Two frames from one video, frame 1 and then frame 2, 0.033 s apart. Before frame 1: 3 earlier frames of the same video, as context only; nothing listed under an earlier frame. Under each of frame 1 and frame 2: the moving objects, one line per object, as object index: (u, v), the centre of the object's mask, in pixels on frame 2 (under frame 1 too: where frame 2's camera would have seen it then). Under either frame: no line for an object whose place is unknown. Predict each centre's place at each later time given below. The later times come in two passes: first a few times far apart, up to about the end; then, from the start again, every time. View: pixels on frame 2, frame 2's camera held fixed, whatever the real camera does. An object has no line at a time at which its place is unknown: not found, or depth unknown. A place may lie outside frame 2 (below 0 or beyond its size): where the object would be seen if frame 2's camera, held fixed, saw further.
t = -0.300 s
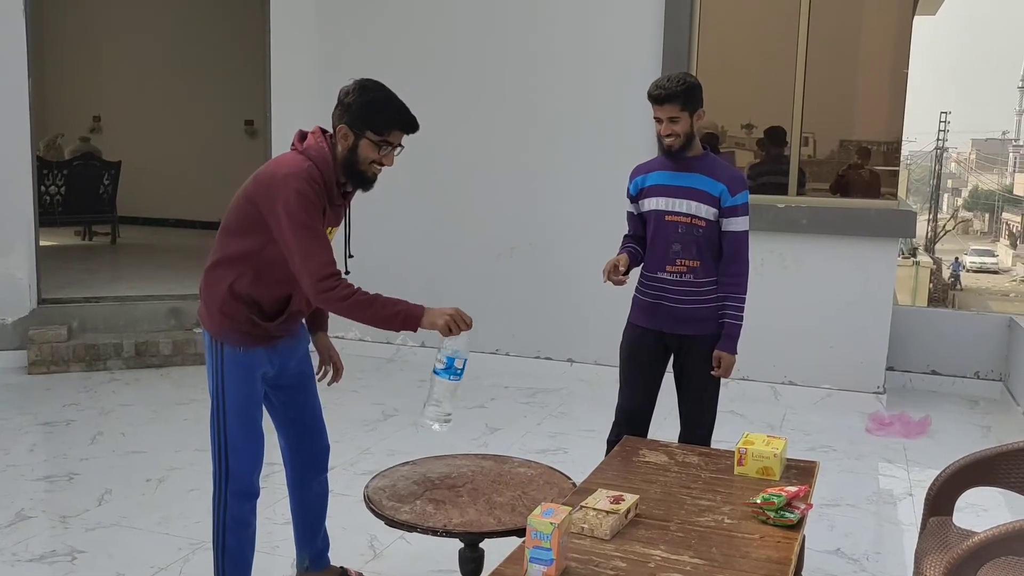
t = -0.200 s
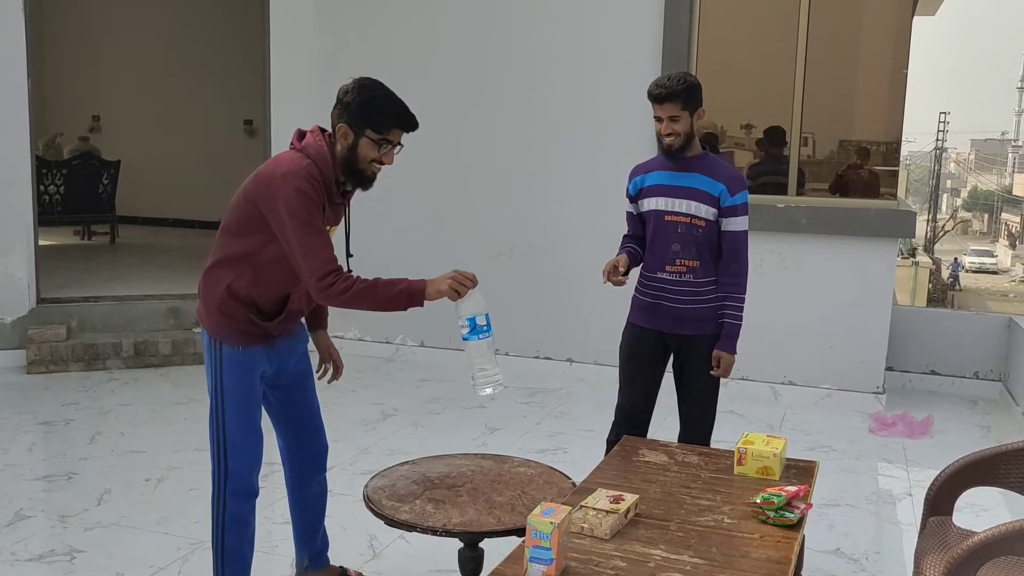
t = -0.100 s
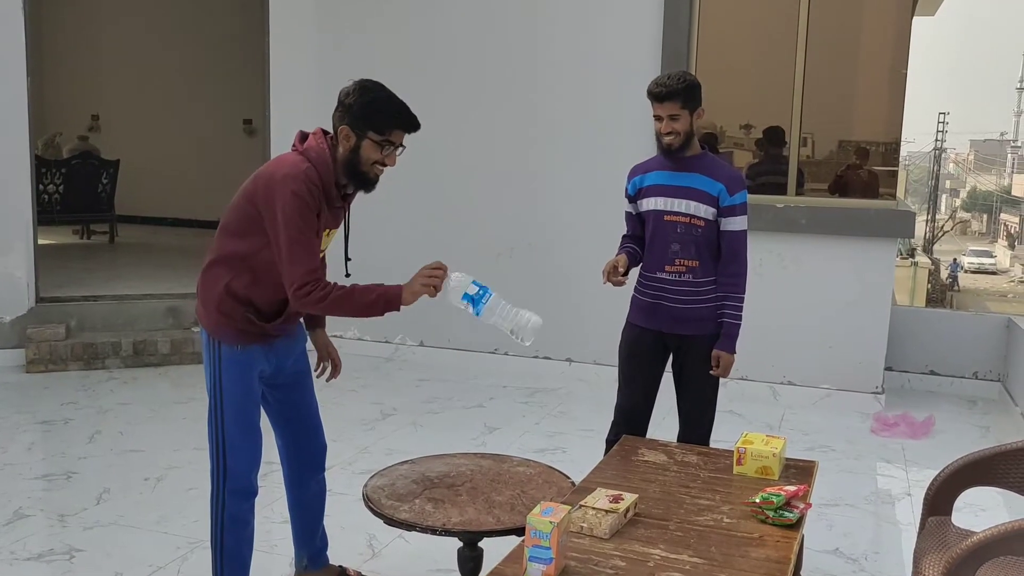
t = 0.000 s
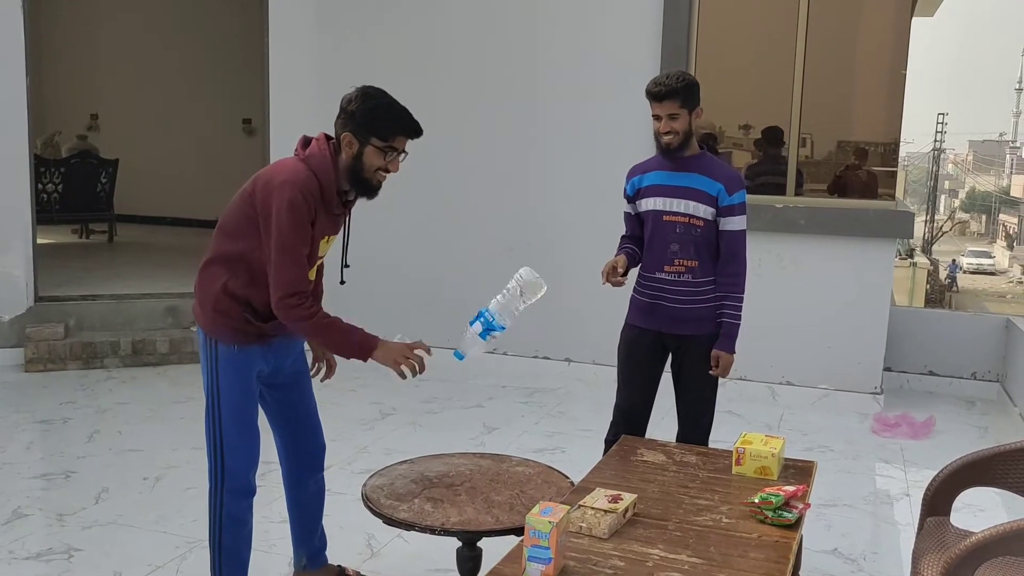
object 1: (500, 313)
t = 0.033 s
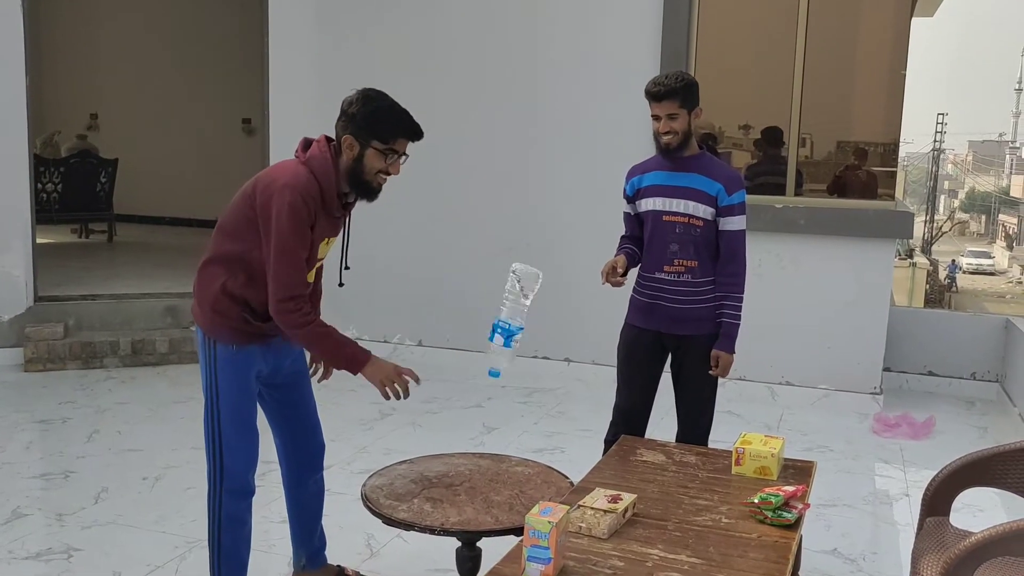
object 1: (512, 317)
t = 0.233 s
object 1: (539, 331)
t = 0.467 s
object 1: (494, 440)
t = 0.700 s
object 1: (474, 439)
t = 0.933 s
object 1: (487, 439)
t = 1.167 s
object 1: (508, 440)
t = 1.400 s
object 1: (488, 440)
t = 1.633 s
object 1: (492, 440)
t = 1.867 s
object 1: (495, 440)
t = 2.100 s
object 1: (493, 440)
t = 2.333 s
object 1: (493, 440)
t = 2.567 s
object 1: (494, 440)
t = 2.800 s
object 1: (494, 440)
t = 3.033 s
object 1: (494, 440)
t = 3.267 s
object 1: (493, 440)
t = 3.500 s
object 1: (493, 440)
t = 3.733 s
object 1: (493, 440)
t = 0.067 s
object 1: (525, 319)
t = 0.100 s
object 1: (536, 318)
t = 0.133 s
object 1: (544, 316)
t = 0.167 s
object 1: (546, 316)
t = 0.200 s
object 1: (544, 320)
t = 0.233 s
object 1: (539, 331)
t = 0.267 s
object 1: (532, 349)
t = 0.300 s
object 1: (524, 373)
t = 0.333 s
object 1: (516, 404)
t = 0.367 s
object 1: (509, 439)
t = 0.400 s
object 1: (506, 442)
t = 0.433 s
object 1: (500, 440)
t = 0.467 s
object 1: (494, 440)
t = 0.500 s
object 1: (489, 439)
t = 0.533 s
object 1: (486, 439)
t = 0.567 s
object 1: (482, 439)
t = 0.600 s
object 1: (480, 439)
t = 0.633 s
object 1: (478, 439)
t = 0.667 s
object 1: (476, 439)
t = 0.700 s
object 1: (474, 439)
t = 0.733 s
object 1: (473, 439)
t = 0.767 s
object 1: (473, 439)
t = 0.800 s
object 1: (474, 439)
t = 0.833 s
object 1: (475, 439)
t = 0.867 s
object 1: (478, 439)
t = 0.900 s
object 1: (481, 439)
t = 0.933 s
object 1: (487, 439)
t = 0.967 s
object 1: (494, 441)
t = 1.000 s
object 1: (500, 440)
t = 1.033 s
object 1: (505, 439)
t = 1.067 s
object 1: (507, 440)
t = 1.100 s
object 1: (509, 440)
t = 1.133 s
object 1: (509, 440)
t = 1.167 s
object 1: (508, 440)
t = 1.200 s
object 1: (506, 440)
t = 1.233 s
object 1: (501, 440)
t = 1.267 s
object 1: (495, 441)
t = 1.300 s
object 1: (489, 440)
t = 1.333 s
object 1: (487, 440)
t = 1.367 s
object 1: (486, 440)
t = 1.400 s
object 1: (488, 440)
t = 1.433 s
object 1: (492, 440)
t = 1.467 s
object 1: (496, 440)
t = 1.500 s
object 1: (498, 440)
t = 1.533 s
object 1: (498, 441)
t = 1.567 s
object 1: (495, 440)
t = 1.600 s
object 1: (492, 440)
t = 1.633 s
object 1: (492, 440)
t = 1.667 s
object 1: (495, 440)
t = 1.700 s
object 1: (496, 440)
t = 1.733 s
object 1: (494, 440)
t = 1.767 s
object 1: (492, 440)
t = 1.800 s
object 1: (493, 440)
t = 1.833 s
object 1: (495, 440)
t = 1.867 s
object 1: (495, 440)
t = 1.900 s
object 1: (493, 440)
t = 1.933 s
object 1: (493, 440)
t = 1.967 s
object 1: (494, 440)
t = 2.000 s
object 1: (494, 440)
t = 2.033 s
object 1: (493, 440)
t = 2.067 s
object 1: (494, 440)
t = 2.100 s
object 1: (493, 440)
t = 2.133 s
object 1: (494, 440)
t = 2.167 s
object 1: (494, 440)
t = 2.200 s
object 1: (493, 440)
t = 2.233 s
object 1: (494, 440)
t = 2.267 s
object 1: (493, 440)
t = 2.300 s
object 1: (494, 440)
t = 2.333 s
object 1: (493, 440)
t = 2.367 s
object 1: (493, 440)
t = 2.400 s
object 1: (493, 440)
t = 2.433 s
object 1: (493, 440)
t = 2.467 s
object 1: (493, 440)
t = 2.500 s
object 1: (493, 440)
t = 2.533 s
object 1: (494, 440)
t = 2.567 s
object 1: (494, 440)
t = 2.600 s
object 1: (493, 440)
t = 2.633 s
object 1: (493, 440)
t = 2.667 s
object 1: (494, 440)
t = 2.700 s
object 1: (494, 440)
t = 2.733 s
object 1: (494, 440)
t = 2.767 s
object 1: (493, 440)
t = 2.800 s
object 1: (494, 440)
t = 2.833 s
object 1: (494, 440)
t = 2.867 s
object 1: (494, 440)
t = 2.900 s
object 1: (494, 440)
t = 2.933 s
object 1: (494, 440)
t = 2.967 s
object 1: (494, 441)
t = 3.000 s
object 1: (493, 440)
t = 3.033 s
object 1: (494, 440)
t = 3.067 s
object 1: (494, 440)
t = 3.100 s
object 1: (493, 440)
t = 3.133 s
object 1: (494, 440)
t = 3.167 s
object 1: (494, 440)
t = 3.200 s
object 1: (494, 440)
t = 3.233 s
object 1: (494, 440)
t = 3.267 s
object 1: (493, 440)
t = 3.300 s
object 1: (494, 440)
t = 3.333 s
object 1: (494, 440)
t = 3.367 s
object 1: (494, 440)
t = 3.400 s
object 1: (494, 440)
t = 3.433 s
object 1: (493, 440)
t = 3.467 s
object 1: (493, 440)
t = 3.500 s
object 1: (493, 440)
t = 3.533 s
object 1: (493, 440)
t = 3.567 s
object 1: (493, 440)
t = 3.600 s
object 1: (493, 440)
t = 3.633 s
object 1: (493, 440)
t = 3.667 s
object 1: (493, 440)
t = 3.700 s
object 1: (493, 440)
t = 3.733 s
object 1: (493, 440)
